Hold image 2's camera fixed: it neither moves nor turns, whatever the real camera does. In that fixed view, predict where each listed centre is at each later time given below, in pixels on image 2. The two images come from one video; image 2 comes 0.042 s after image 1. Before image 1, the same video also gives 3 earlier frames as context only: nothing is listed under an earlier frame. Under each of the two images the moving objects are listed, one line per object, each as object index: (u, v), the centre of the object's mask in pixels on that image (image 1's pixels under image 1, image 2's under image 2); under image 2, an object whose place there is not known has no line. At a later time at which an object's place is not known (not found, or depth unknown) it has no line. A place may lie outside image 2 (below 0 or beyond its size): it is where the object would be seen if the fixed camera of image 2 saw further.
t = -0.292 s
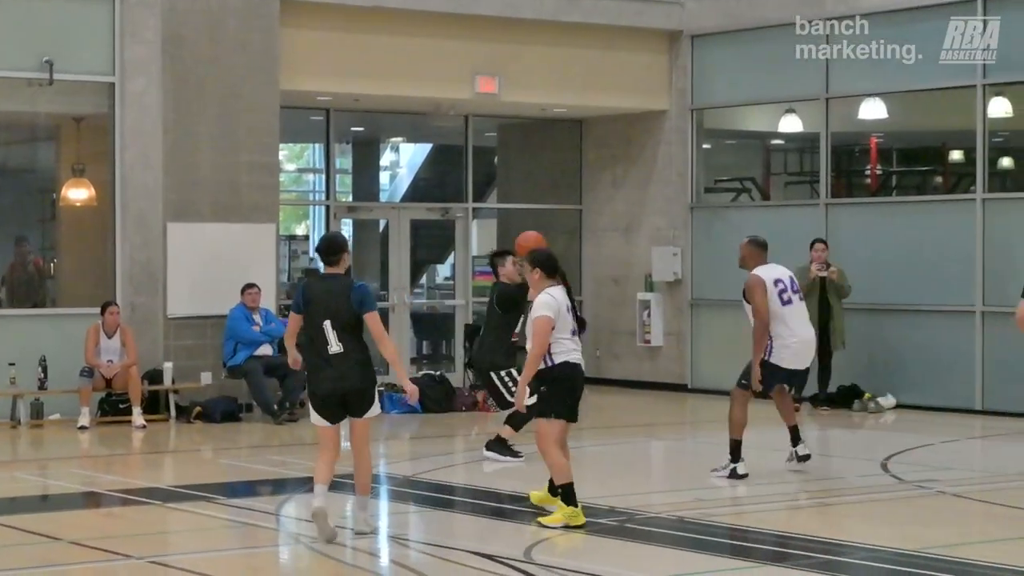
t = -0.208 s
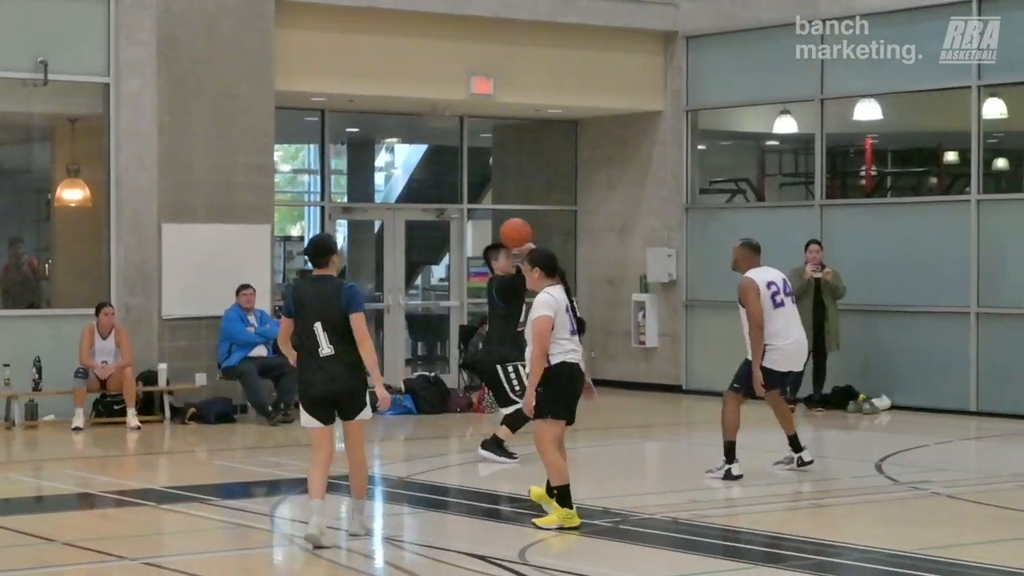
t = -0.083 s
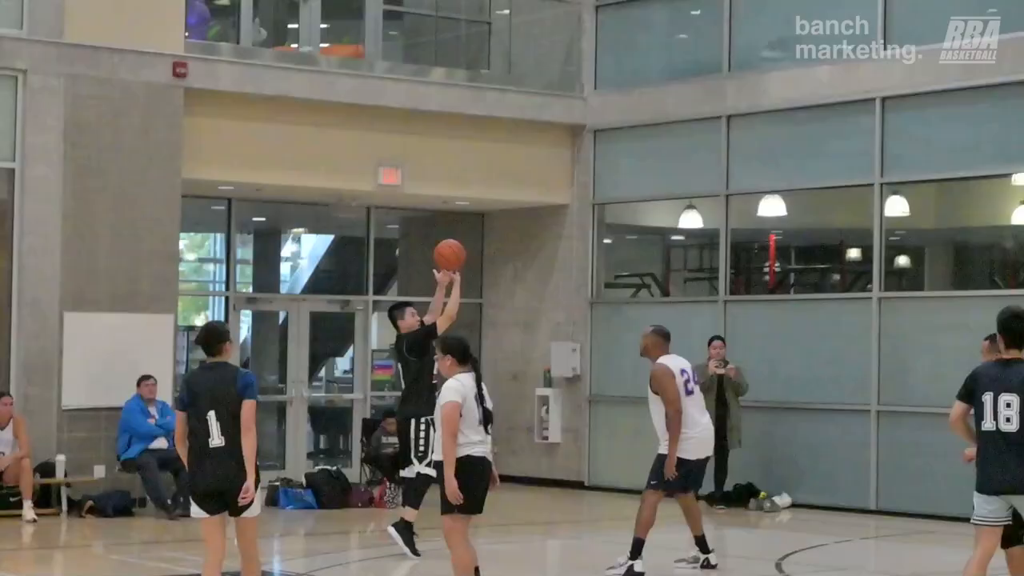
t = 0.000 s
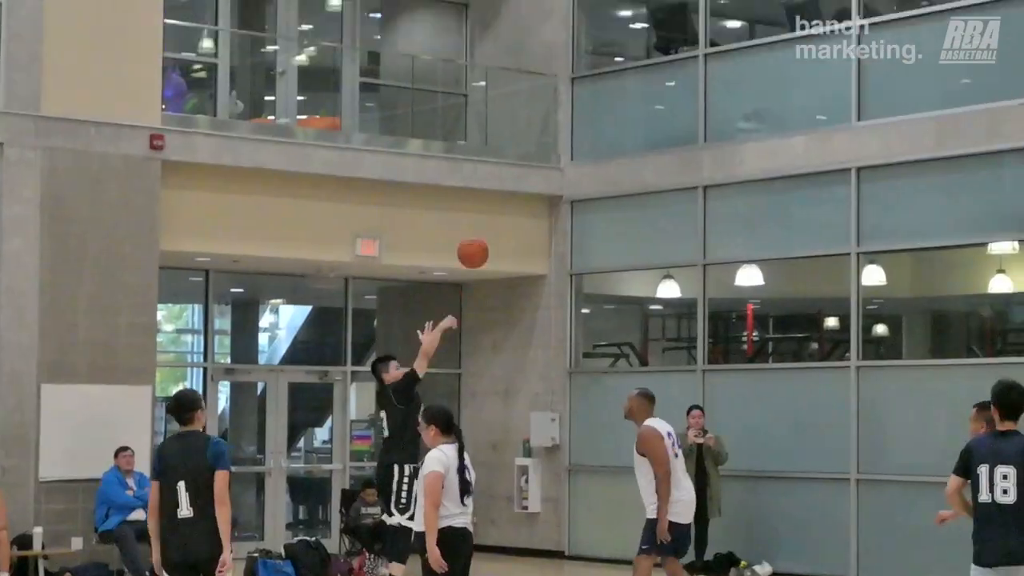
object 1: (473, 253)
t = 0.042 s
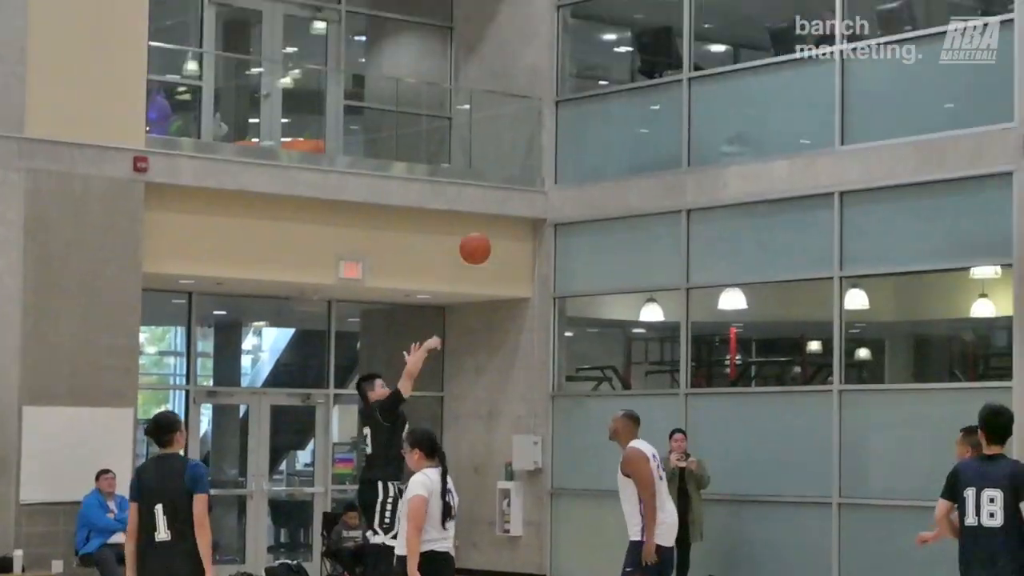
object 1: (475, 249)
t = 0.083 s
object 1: (503, 211)
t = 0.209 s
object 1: (569, 133)
